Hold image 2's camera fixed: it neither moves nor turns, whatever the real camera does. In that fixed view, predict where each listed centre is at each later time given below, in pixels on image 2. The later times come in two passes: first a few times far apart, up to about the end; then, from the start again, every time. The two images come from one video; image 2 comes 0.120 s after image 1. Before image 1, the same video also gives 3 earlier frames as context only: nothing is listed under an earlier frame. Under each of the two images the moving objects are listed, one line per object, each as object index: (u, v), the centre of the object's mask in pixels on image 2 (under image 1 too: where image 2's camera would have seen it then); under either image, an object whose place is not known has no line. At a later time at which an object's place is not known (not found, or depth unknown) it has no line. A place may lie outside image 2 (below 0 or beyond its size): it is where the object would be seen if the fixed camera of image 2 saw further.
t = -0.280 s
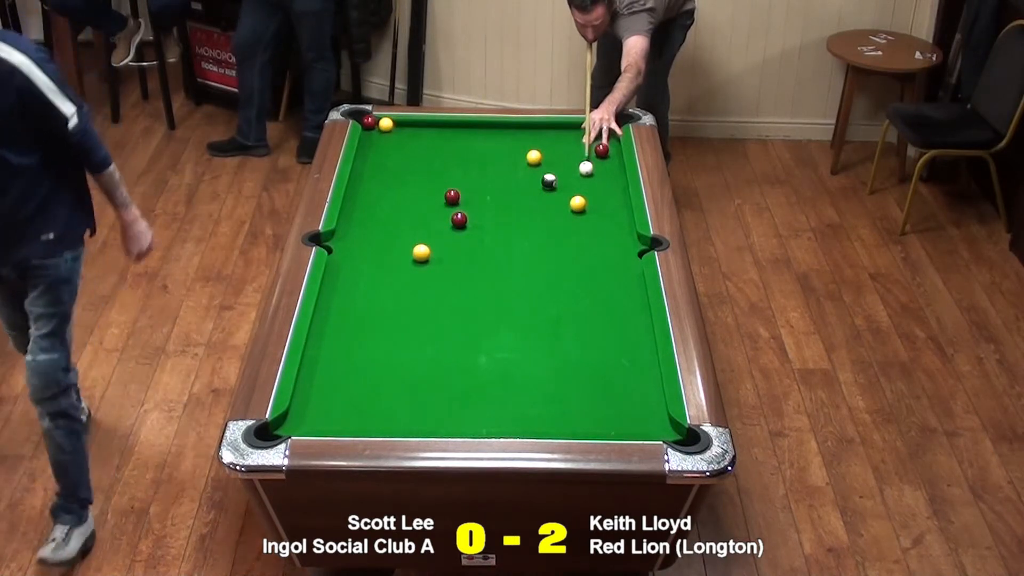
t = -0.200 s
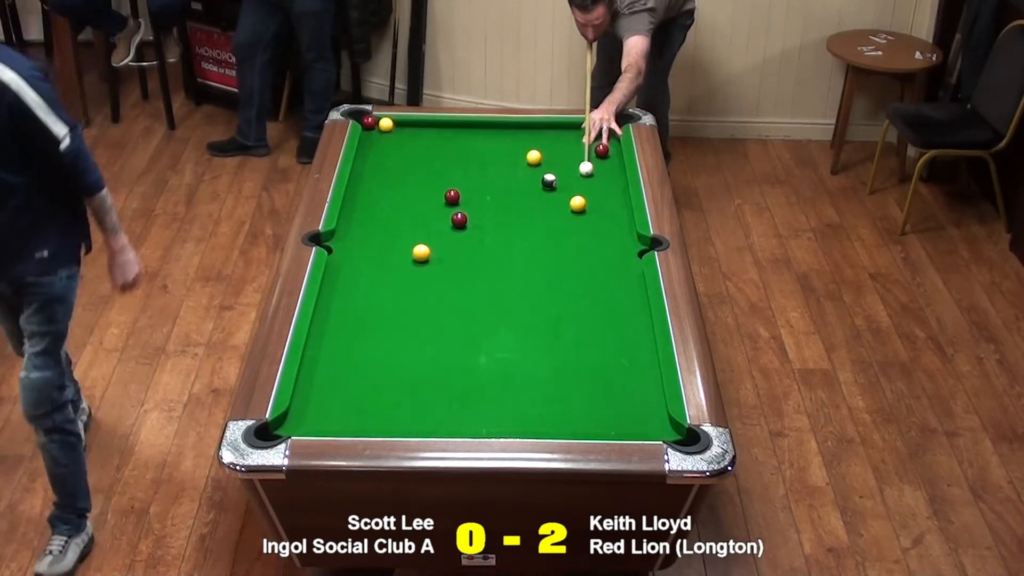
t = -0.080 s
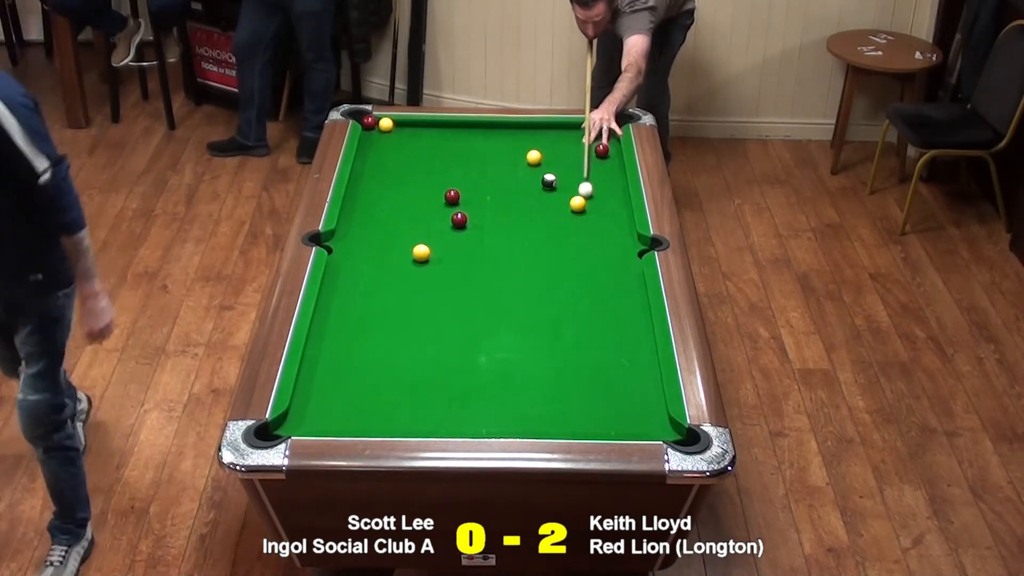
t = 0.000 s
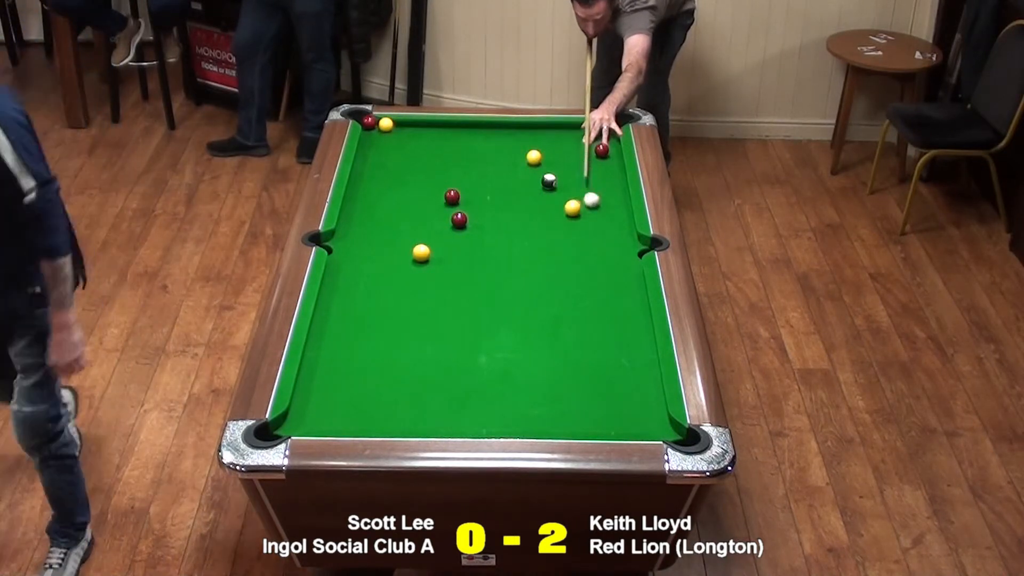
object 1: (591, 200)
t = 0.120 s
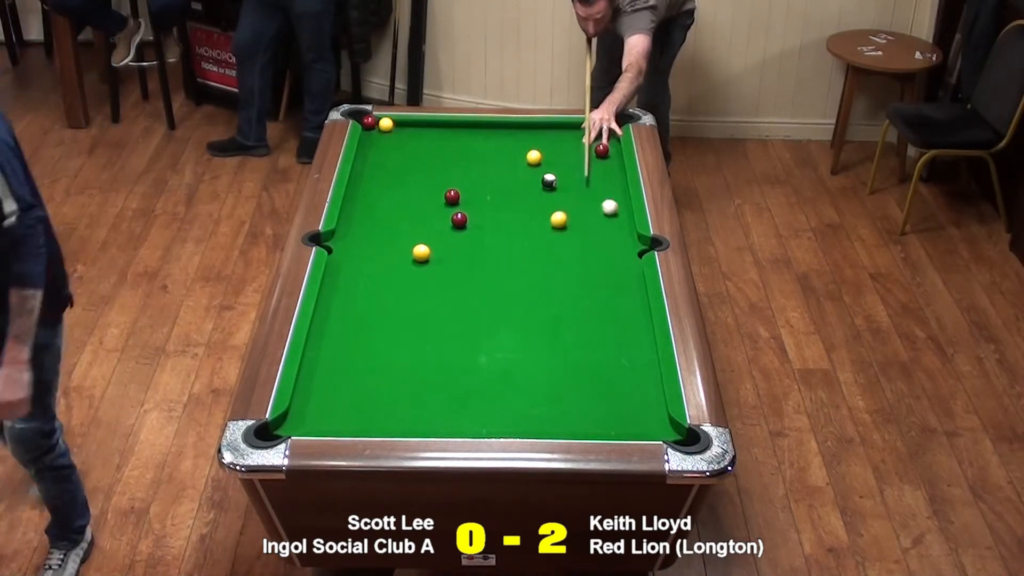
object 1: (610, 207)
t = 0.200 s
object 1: (620, 213)
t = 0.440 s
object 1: (612, 226)
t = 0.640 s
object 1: (598, 235)
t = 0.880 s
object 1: (582, 246)
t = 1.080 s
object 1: (569, 255)
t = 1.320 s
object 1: (554, 265)
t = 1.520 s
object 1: (542, 274)
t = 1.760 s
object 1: (529, 283)
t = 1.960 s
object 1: (519, 290)
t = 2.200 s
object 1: (508, 298)
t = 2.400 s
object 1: (499, 304)
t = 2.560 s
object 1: (493, 308)
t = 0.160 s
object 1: (615, 210)
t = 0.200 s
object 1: (620, 213)
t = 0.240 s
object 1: (626, 216)
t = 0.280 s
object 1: (623, 218)
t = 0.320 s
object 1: (620, 220)
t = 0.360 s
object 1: (617, 222)
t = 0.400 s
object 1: (615, 224)
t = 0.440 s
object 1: (612, 226)
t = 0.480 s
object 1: (609, 228)
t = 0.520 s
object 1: (606, 230)
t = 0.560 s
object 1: (603, 232)
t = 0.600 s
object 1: (600, 233)
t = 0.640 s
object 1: (598, 235)
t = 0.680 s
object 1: (595, 237)
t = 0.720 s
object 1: (593, 239)
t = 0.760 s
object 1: (590, 241)
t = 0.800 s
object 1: (587, 243)
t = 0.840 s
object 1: (584, 245)
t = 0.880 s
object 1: (582, 246)
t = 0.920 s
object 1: (579, 248)
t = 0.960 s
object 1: (577, 250)
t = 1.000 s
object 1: (574, 252)
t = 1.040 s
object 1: (571, 253)
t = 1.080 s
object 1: (569, 255)
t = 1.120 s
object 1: (566, 257)
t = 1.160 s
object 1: (564, 259)
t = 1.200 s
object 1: (561, 260)
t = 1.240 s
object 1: (559, 262)
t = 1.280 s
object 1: (557, 264)
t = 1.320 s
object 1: (554, 265)
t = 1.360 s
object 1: (552, 267)
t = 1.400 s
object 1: (549, 269)
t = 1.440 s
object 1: (547, 270)
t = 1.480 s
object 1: (545, 272)
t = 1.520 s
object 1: (542, 274)
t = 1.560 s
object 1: (540, 275)
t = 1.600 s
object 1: (538, 277)
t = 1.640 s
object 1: (536, 278)
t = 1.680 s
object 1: (534, 280)
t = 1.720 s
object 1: (531, 281)
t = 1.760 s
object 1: (529, 283)
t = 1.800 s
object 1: (527, 284)
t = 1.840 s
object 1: (525, 286)
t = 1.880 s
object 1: (523, 287)
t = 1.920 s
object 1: (521, 289)
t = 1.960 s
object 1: (519, 290)
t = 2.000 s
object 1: (517, 291)
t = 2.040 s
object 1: (515, 293)
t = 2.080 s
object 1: (513, 294)
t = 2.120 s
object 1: (511, 295)
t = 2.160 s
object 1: (510, 297)
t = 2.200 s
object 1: (508, 298)
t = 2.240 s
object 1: (506, 299)
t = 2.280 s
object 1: (504, 301)
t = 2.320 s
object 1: (502, 302)
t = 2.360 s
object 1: (501, 303)
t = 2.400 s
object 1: (499, 304)
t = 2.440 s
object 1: (497, 305)
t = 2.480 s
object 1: (496, 306)
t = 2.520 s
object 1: (494, 307)
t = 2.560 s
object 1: (493, 308)
